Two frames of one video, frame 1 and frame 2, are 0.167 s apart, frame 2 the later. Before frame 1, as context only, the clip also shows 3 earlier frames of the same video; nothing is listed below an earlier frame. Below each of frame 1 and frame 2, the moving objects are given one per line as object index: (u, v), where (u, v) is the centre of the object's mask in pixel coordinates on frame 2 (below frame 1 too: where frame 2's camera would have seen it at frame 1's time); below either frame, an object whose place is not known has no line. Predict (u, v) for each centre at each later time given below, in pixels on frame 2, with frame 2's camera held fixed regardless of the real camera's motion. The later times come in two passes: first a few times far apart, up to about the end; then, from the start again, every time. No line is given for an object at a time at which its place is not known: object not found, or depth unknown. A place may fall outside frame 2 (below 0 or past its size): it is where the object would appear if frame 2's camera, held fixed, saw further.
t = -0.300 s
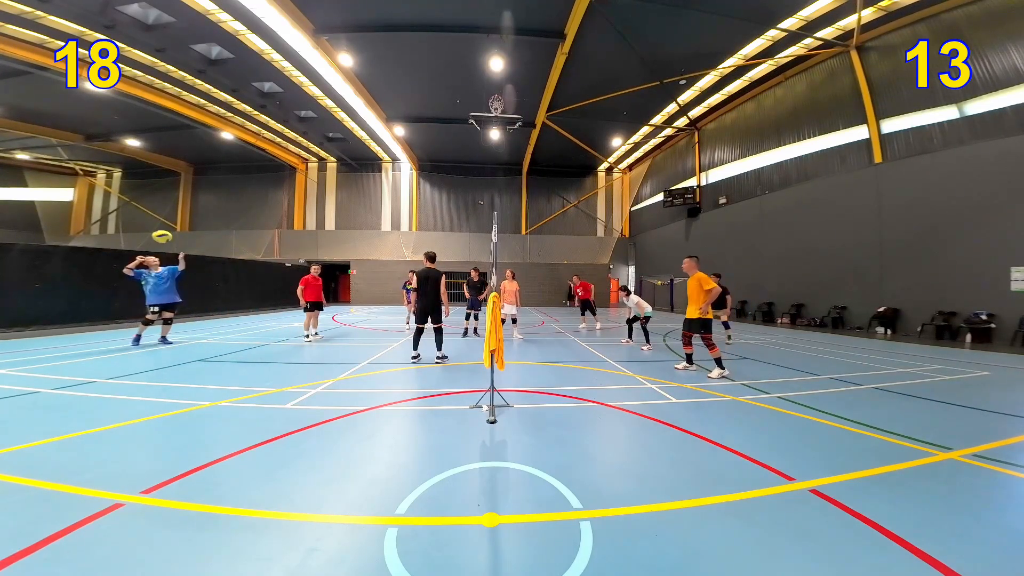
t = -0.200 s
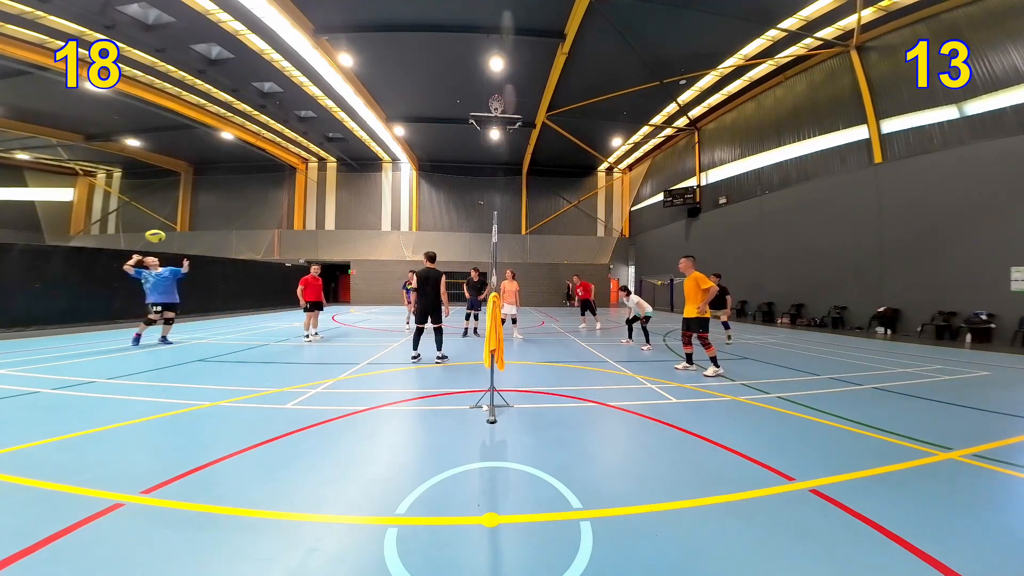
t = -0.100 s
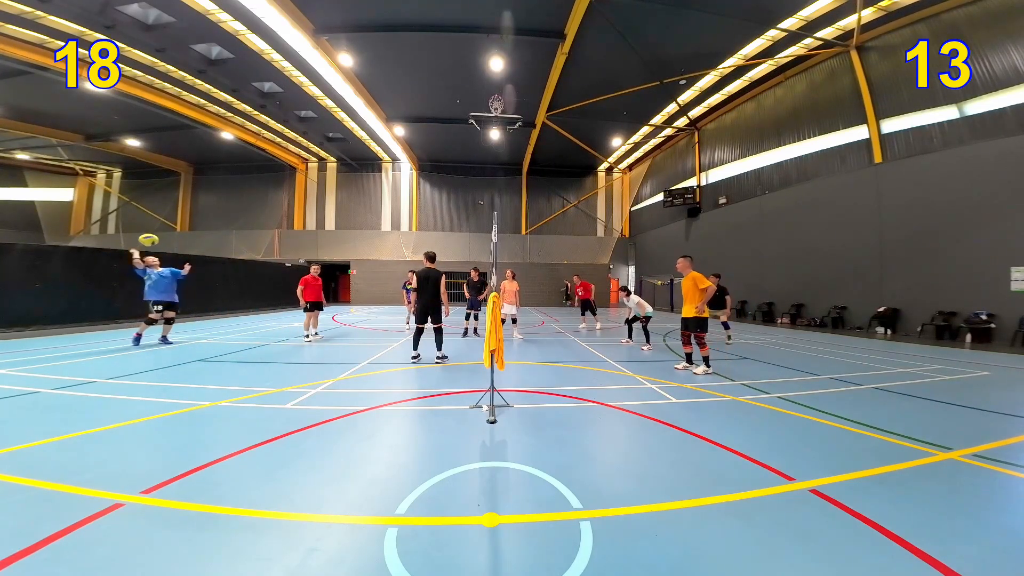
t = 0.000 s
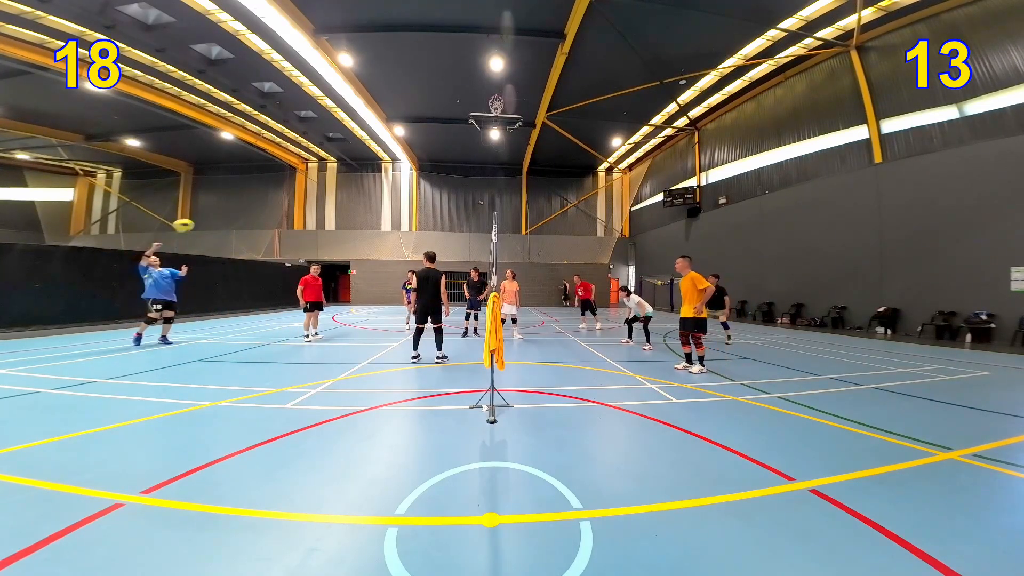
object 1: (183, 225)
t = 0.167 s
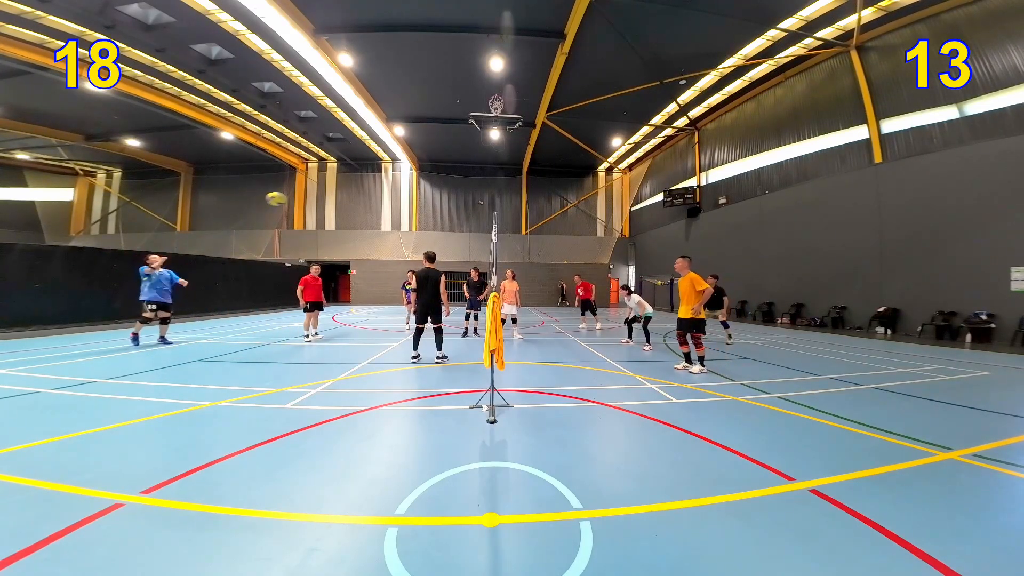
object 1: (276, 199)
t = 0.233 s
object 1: (312, 193)
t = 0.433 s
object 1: (413, 196)
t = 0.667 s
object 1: (508, 228)
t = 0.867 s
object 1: (576, 275)
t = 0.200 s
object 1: (292, 195)
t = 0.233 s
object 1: (312, 193)
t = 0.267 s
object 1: (329, 192)
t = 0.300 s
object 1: (347, 191)
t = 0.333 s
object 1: (364, 191)
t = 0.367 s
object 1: (380, 192)
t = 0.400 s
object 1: (397, 194)
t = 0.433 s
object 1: (413, 196)
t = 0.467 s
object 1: (428, 198)
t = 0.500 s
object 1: (443, 202)
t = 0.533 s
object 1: (457, 206)
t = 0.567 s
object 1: (470, 211)
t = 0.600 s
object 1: (483, 216)
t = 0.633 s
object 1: (496, 221)
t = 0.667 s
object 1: (508, 228)
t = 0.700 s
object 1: (519, 234)
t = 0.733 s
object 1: (531, 242)
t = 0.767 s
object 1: (542, 249)
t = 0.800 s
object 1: (553, 257)
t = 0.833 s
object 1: (565, 266)
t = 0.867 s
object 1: (576, 275)
